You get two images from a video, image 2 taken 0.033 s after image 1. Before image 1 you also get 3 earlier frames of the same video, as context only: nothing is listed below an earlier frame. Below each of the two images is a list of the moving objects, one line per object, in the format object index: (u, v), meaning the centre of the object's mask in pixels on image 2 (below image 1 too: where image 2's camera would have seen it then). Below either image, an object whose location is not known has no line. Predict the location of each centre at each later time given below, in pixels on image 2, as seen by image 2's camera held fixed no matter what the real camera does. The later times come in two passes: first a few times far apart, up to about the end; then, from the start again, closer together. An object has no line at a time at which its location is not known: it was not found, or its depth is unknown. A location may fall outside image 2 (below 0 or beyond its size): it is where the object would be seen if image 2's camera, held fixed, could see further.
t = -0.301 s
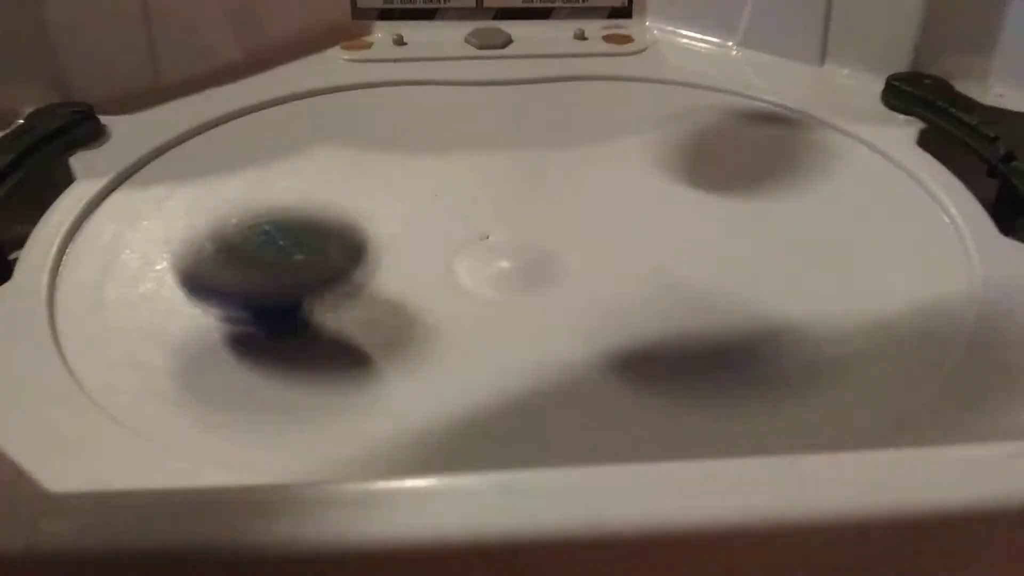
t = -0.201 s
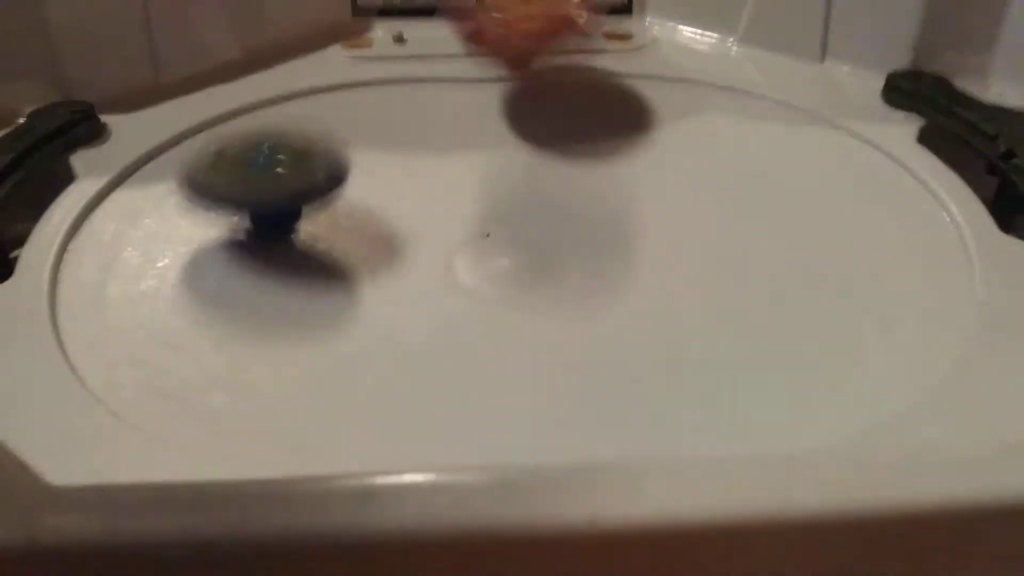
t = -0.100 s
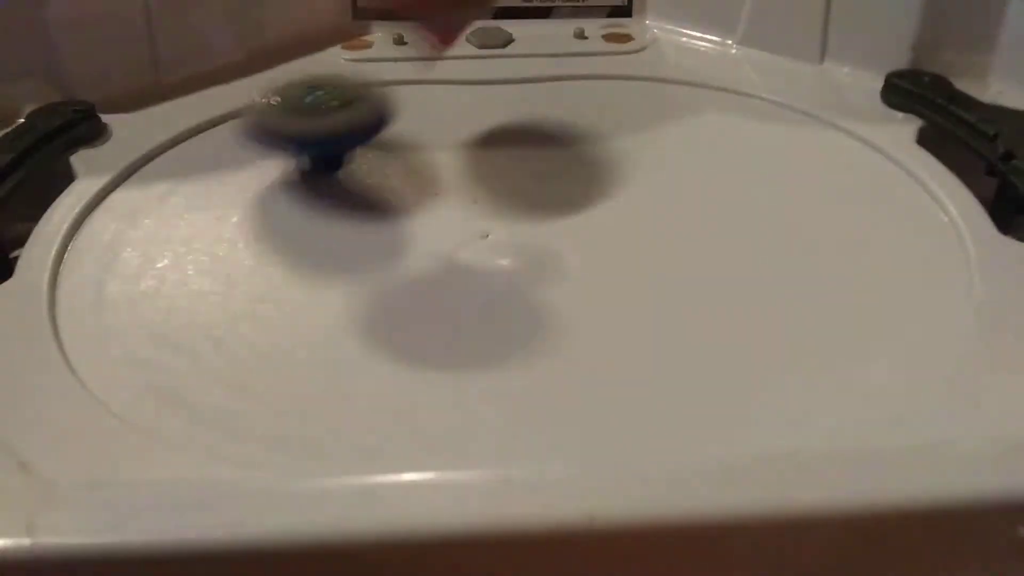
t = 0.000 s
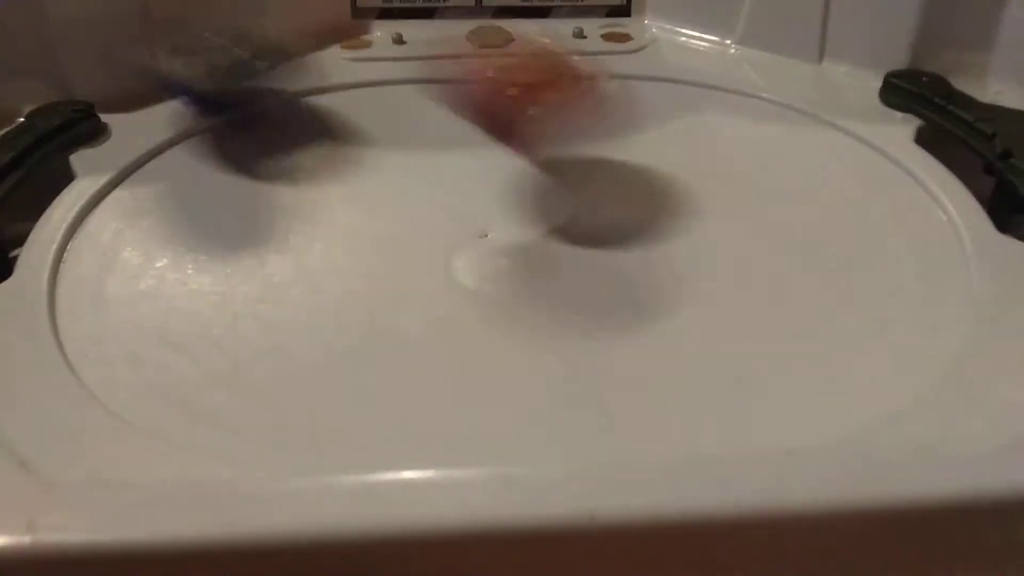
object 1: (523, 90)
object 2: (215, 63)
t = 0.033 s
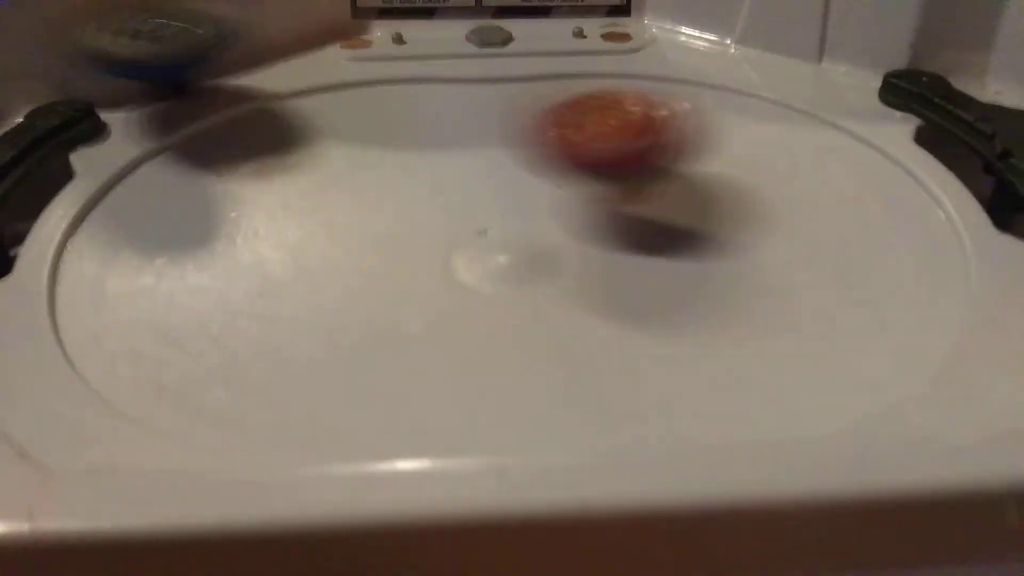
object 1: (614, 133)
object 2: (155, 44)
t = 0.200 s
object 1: (946, 172)
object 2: (52, 123)
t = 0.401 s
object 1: (802, 173)
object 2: (113, 219)
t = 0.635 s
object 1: (553, 147)
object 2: (417, 237)
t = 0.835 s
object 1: (553, 82)
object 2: (229, 367)
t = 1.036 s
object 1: (446, 193)
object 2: (172, 313)
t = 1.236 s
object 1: (861, 301)
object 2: (123, 183)
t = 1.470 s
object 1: (826, 91)
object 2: (299, 88)
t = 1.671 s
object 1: (658, 39)
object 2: (330, 80)
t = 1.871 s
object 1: (797, 84)
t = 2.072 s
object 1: (810, 117)
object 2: (212, 329)
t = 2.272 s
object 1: (798, 152)
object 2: (573, 315)
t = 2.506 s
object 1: (857, 164)
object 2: (599, 246)
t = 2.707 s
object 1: (788, 141)
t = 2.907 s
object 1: (583, 209)
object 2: (417, 282)
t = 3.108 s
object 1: (744, 209)
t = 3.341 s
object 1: (705, 150)
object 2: (178, 168)
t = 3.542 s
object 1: (514, 189)
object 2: (358, 130)
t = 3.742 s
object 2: (349, 32)
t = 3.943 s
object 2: (421, 132)
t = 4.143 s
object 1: (628, 126)
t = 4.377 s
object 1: (248, 152)
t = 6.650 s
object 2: (671, 34)
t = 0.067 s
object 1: (682, 133)
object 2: (115, 58)
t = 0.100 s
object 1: (749, 156)
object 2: (82, 75)
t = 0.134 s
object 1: (829, 159)
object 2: (62, 91)
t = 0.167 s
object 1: (900, 173)
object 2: (54, 108)
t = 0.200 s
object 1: (946, 172)
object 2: (52, 123)
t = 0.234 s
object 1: (948, 170)
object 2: (46, 142)
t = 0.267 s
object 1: (936, 178)
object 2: (46, 149)
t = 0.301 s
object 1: (911, 180)
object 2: (50, 163)
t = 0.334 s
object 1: (878, 179)
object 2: (58, 174)
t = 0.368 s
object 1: (839, 178)
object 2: (74, 200)
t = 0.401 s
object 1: (802, 173)
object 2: (113, 219)
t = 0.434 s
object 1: (765, 166)
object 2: (161, 224)
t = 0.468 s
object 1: (731, 158)
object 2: (214, 230)
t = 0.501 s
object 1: (697, 149)
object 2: (261, 229)
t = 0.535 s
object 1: (661, 146)
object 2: (311, 226)
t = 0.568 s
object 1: (624, 146)
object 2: (352, 225)
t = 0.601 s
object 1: (584, 147)
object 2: (392, 224)
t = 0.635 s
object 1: (553, 147)
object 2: (417, 237)
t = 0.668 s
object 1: (560, 126)
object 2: (384, 282)
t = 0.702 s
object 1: (564, 107)
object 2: (356, 312)
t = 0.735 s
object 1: (565, 93)
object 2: (324, 338)
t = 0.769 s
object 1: (563, 85)
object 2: (293, 353)
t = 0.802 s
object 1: (559, 81)
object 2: (259, 364)
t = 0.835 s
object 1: (553, 82)
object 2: (229, 367)
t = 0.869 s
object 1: (543, 89)
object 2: (204, 367)
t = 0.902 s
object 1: (530, 101)
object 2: (185, 363)
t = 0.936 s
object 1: (512, 119)
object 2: (169, 355)
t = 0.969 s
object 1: (491, 141)
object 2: (158, 342)
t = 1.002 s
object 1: (467, 165)
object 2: (160, 328)
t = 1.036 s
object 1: (446, 193)
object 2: (172, 313)
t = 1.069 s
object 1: (432, 223)
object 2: (188, 296)
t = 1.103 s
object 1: (430, 250)
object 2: (207, 280)
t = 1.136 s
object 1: (497, 274)
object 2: (168, 255)
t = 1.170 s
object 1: (609, 294)
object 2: (135, 229)
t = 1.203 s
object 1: (735, 309)
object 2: (118, 201)
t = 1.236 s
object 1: (861, 301)
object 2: (123, 183)
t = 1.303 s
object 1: (940, 194)
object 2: (157, 147)
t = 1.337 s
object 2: (184, 133)
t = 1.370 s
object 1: (940, 174)
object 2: (210, 119)
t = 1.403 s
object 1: (902, 144)
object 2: (239, 106)
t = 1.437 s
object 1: (863, 116)
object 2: (268, 97)
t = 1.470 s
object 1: (826, 91)
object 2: (299, 88)
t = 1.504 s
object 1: (789, 70)
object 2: (334, 82)
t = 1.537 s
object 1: (754, 48)
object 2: (369, 77)
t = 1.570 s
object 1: (705, 36)
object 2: (408, 76)
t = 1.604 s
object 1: (640, 35)
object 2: (443, 75)
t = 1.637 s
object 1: (613, 38)
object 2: (437, 75)
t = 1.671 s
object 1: (658, 39)
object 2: (330, 80)
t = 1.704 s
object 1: (698, 48)
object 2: (235, 77)
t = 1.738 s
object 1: (728, 54)
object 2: (176, 80)
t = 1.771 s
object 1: (751, 62)
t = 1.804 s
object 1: (772, 71)
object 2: (62, 112)
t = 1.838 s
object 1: (787, 77)
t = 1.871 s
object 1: (797, 84)
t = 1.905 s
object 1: (805, 91)
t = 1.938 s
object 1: (810, 97)
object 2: (59, 205)
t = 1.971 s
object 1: (812, 103)
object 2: (73, 254)
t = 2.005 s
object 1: (813, 108)
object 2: (104, 284)
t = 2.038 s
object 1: (812, 112)
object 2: (154, 311)
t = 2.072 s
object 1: (810, 117)
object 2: (212, 329)
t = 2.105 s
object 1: (808, 122)
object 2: (279, 341)
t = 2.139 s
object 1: (806, 126)
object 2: (347, 348)
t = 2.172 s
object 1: (803, 132)
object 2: (412, 346)
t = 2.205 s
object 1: (802, 138)
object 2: (473, 338)
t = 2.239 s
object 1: (800, 145)
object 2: (527, 328)
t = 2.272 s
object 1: (798, 152)
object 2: (573, 315)
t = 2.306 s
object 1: (796, 161)
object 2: (611, 303)
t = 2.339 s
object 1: (795, 170)
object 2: (641, 282)
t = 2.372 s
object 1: (802, 175)
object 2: (646, 267)
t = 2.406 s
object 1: (820, 174)
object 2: (638, 261)
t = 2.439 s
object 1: (836, 171)
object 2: (627, 254)
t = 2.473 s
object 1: (848, 168)
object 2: (614, 250)
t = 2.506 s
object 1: (857, 164)
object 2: (599, 246)
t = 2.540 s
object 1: (862, 159)
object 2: (585, 245)
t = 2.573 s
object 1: (859, 153)
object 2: (571, 244)
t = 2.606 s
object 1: (852, 147)
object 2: (558, 245)
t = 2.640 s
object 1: (839, 143)
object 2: (544, 248)
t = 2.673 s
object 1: (817, 140)
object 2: (530, 253)
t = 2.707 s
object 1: (788, 141)
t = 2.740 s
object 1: (755, 146)
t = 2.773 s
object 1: (720, 153)
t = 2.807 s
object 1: (683, 163)
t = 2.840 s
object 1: (648, 176)
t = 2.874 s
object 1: (610, 193)
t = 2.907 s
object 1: (583, 209)
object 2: (417, 282)
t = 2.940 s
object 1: (605, 209)
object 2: (323, 297)
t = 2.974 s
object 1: (631, 209)
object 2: (231, 302)
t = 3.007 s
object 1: (658, 212)
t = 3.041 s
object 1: (687, 213)
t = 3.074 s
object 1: (717, 213)
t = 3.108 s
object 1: (744, 209)
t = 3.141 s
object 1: (764, 203)
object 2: (81, 246)
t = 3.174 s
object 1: (776, 194)
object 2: (84, 230)
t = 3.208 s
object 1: (779, 183)
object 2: (89, 215)
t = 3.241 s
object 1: (772, 172)
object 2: (102, 200)
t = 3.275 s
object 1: (758, 163)
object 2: (122, 187)
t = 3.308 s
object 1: (735, 155)
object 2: (149, 177)
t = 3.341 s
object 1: (705, 150)
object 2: (178, 168)
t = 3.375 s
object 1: (669, 149)
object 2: (208, 160)
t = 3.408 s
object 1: (632, 150)
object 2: (241, 153)
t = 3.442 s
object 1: (591, 156)
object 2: (275, 148)
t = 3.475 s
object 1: (554, 164)
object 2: (308, 144)
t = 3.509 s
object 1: (517, 171)
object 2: (347, 144)
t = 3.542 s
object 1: (514, 189)
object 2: (358, 130)
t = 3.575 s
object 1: (554, 233)
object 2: (346, 94)
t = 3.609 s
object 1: (603, 266)
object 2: (339, 52)
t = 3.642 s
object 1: (667, 301)
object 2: (340, 30)
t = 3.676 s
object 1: (740, 324)
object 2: (342, 25)
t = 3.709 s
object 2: (343, 27)
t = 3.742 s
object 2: (349, 32)
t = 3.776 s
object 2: (355, 37)
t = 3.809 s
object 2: (368, 48)
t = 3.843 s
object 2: (379, 70)
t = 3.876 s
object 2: (391, 92)
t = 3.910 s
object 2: (406, 111)
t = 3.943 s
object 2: (421, 132)
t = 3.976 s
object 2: (435, 151)
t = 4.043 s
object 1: (799, 141)
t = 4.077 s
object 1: (741, 133)
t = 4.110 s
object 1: (683, 128)
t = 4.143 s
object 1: (628, 126)
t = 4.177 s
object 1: (563, 128)
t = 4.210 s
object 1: (503, 133)
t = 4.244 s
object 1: (439, 140)
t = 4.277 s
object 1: (384, 142)
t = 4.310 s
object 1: (340, 144)
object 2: (315, 280)
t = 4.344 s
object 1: (292, 146)
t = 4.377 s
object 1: (248, 152)
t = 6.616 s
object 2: (676, 39)
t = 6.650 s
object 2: (671, 34)
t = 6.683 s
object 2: (666, 45)
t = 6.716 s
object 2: (658, 58)
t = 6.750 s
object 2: (648, 74)
